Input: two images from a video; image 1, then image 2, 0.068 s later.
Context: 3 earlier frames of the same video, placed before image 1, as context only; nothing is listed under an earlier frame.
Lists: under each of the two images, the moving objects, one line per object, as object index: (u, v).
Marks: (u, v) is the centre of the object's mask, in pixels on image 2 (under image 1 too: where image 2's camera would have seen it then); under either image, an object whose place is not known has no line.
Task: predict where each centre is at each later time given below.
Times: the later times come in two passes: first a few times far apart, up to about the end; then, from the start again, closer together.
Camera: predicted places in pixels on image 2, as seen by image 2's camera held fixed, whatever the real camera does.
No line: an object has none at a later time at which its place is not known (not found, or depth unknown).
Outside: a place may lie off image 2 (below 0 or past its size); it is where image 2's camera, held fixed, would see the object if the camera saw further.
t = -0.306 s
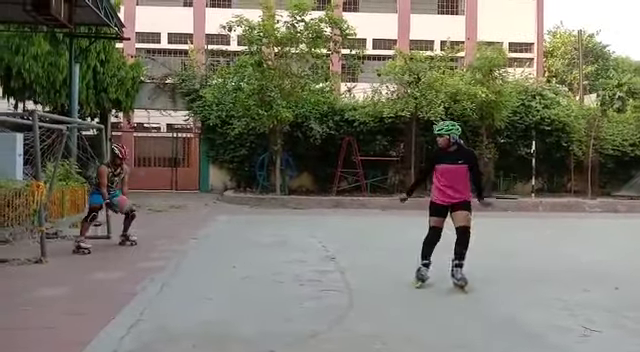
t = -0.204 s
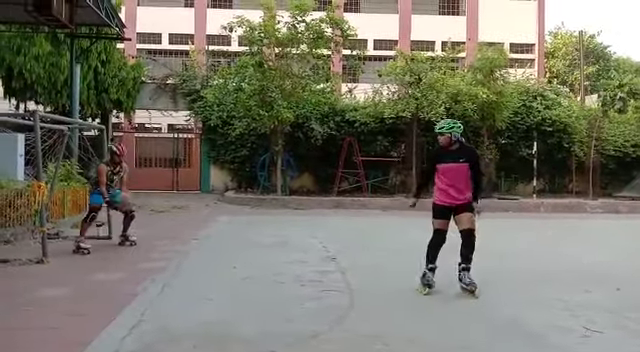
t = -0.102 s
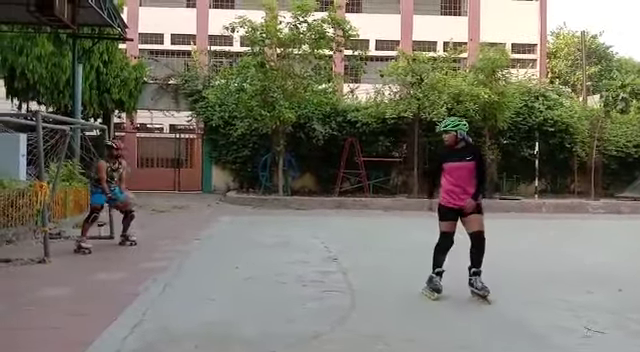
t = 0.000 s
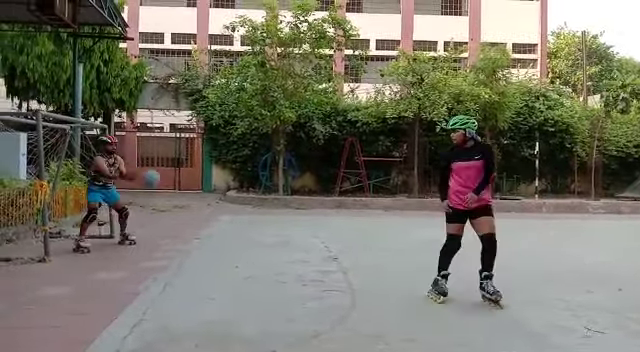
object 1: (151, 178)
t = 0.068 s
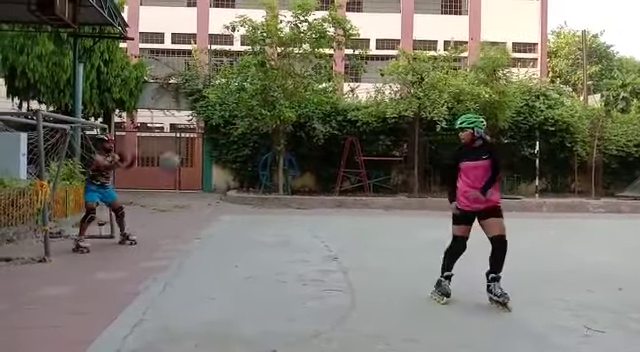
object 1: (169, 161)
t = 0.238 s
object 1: (220, 129)
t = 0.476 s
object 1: (307, 118)
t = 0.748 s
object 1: (431, 178)
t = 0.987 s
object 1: (572, 298)
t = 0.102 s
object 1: (181, 152)
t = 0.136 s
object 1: (187, 147)
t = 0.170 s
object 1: (200, 140)
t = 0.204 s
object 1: (211, 134)
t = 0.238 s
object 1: (220, 129)
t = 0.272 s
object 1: (232, 124)
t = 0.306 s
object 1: (244, 120)
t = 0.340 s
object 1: (256, 119)
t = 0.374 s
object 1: (268, 118)
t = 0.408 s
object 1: (281, 117)
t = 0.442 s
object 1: (293, 118)
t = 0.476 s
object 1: (307, 118)
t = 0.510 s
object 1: (321, 120)
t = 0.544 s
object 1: (334, 125)
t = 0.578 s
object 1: (349, 131)
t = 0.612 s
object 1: (364, 137)
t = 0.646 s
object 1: (380, 145)
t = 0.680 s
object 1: (396, 154)
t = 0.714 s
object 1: (413, 165)
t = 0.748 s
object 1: (431, 178)
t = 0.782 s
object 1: (448, 193)
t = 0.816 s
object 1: (467, 209)
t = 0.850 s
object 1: (488, 230)
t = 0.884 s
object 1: (508, 251)
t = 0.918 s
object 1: (531, 274)
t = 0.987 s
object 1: (572, 298)
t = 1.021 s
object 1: (592, 279)
